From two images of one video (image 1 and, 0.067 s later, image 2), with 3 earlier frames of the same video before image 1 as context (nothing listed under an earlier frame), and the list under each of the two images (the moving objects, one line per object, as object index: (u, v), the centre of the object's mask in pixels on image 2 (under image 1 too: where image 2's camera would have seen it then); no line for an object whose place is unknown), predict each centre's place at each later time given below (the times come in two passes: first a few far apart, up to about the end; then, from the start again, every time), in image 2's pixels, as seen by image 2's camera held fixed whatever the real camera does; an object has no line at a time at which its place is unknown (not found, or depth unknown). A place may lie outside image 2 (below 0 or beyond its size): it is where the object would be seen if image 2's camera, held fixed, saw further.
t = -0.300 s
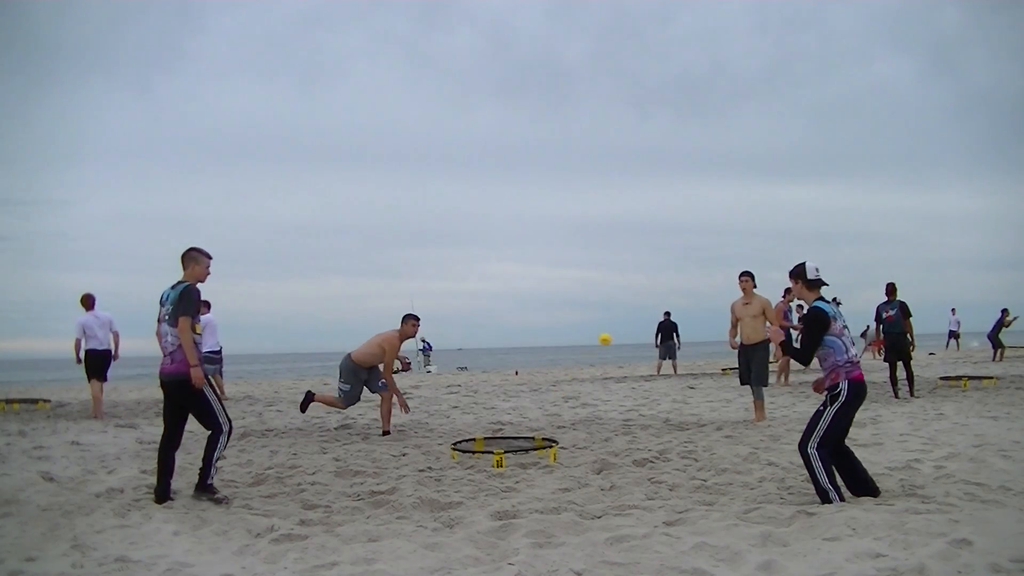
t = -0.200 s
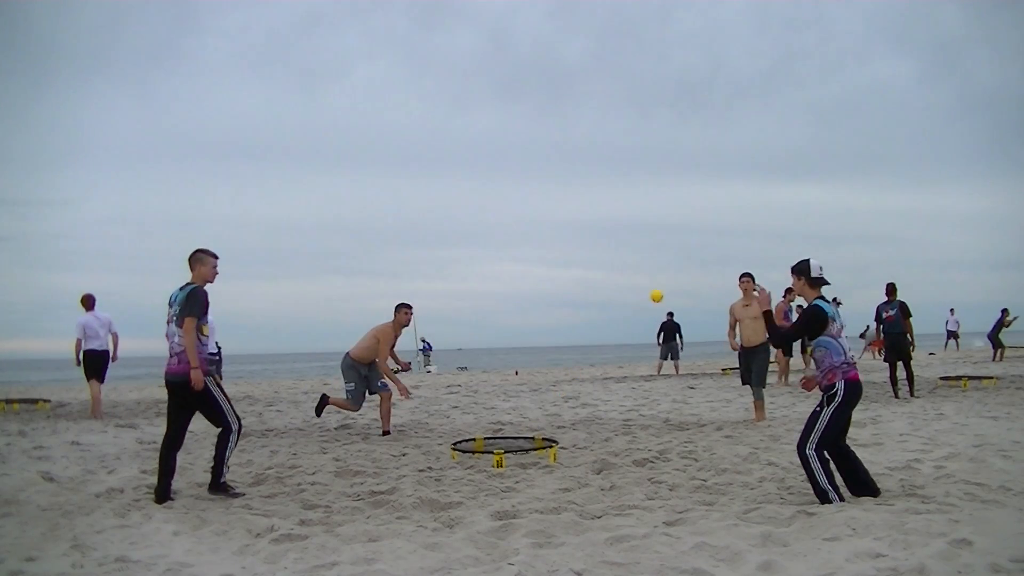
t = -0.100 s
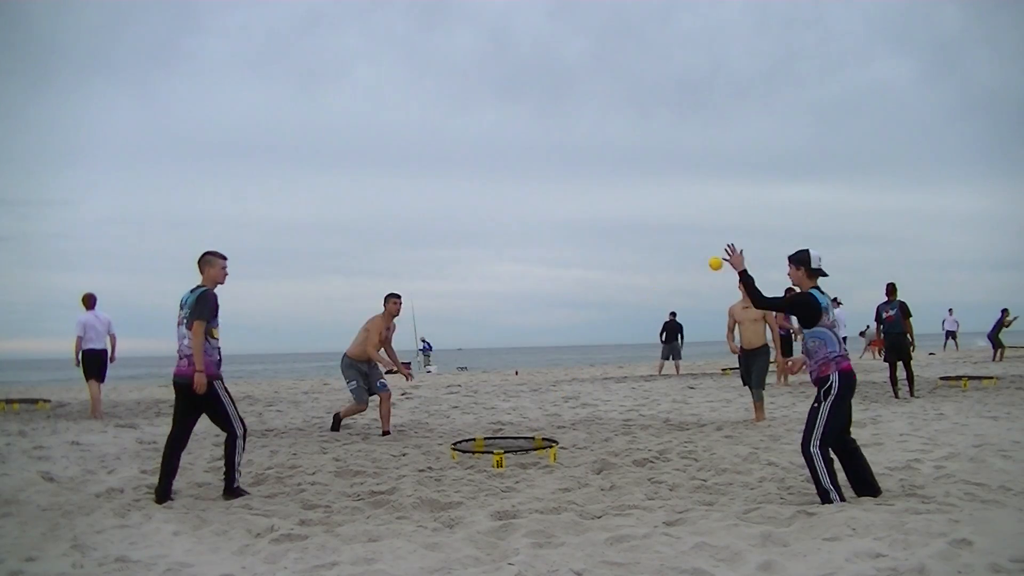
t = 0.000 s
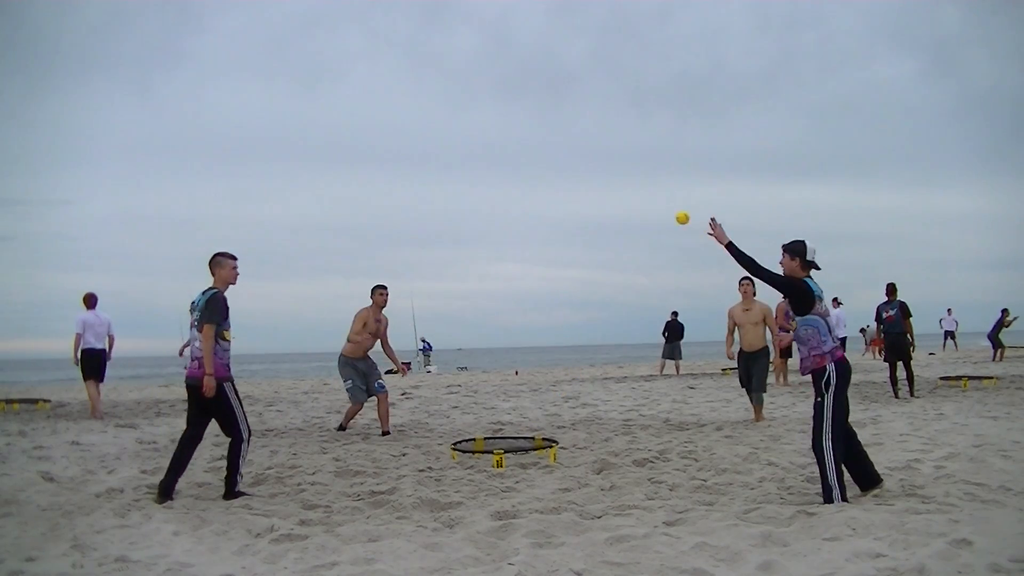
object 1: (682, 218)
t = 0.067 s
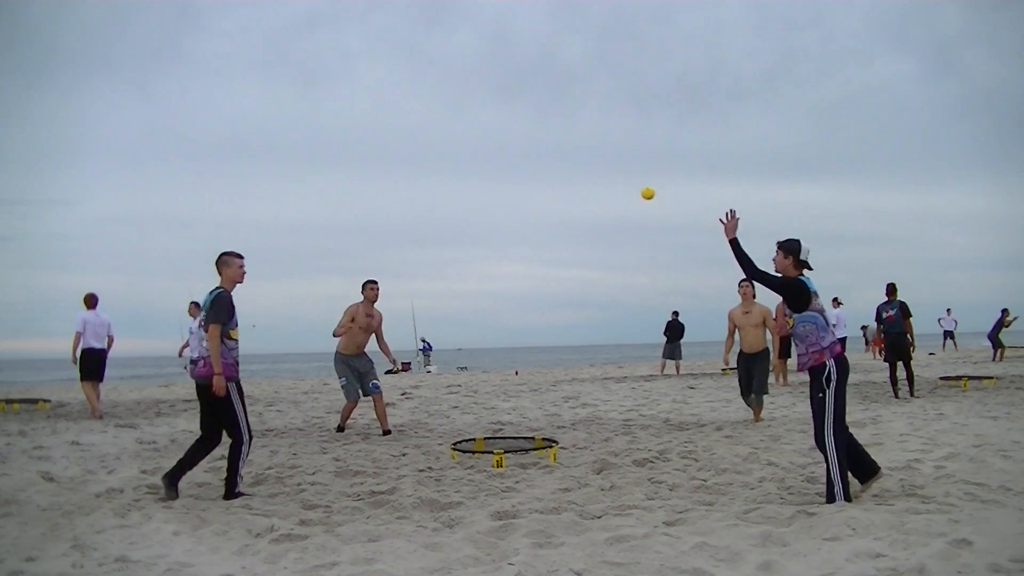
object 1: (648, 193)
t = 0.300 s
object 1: (540, 161)
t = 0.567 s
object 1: (439, 210)
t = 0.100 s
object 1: (631, 184)
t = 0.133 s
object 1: (615, 176)
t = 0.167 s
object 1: (599, 170)
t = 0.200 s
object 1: (584, 165)
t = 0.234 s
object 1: (569, 162)
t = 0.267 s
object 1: (554, 161)
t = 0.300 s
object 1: (540, 161)
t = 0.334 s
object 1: (527, 162)
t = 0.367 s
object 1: (513, 165)
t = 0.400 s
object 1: (500, 169)
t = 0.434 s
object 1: (487, 175)
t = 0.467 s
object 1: (475, 181)
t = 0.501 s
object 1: (462, 190)
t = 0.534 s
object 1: (451, 199)
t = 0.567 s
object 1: (439, 210)
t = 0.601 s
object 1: (428, 222)
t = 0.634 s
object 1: (416, 235)
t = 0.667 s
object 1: (406, 249)
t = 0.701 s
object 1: (395, 265)
